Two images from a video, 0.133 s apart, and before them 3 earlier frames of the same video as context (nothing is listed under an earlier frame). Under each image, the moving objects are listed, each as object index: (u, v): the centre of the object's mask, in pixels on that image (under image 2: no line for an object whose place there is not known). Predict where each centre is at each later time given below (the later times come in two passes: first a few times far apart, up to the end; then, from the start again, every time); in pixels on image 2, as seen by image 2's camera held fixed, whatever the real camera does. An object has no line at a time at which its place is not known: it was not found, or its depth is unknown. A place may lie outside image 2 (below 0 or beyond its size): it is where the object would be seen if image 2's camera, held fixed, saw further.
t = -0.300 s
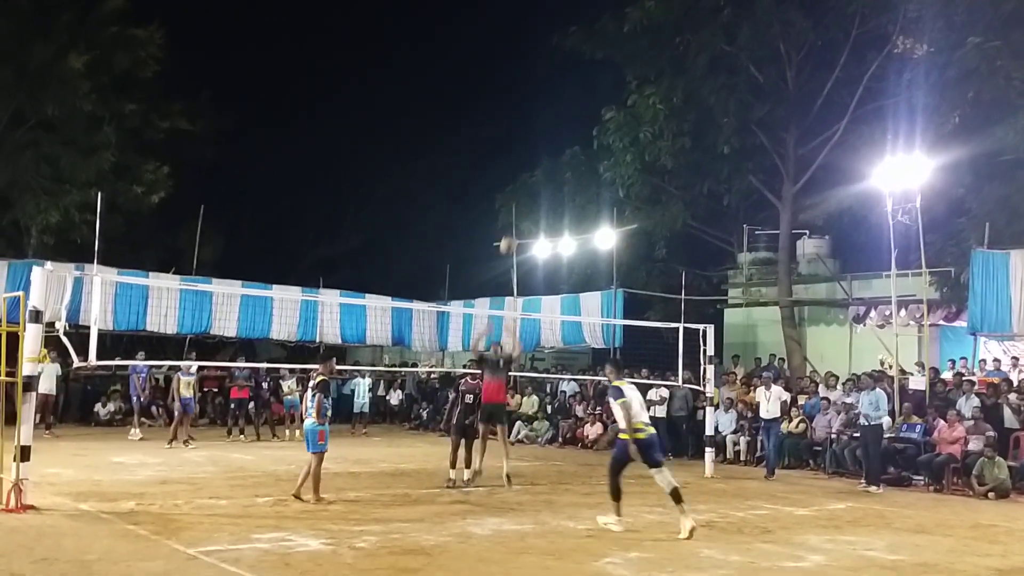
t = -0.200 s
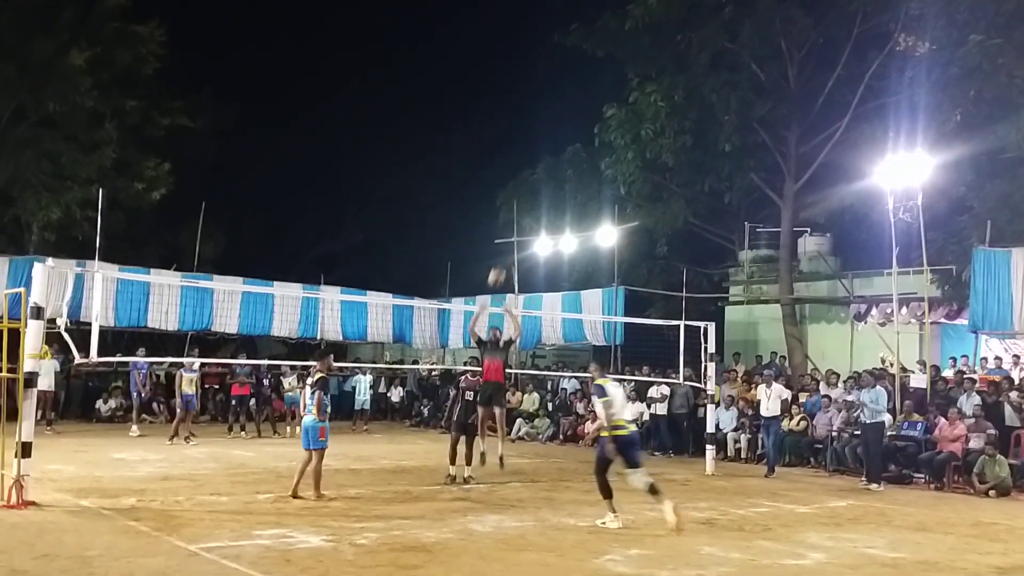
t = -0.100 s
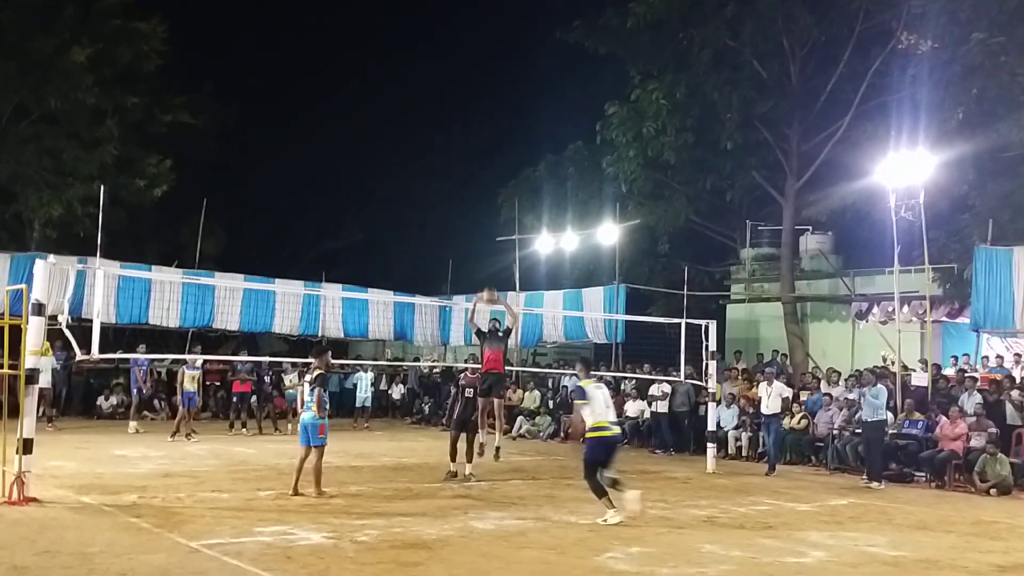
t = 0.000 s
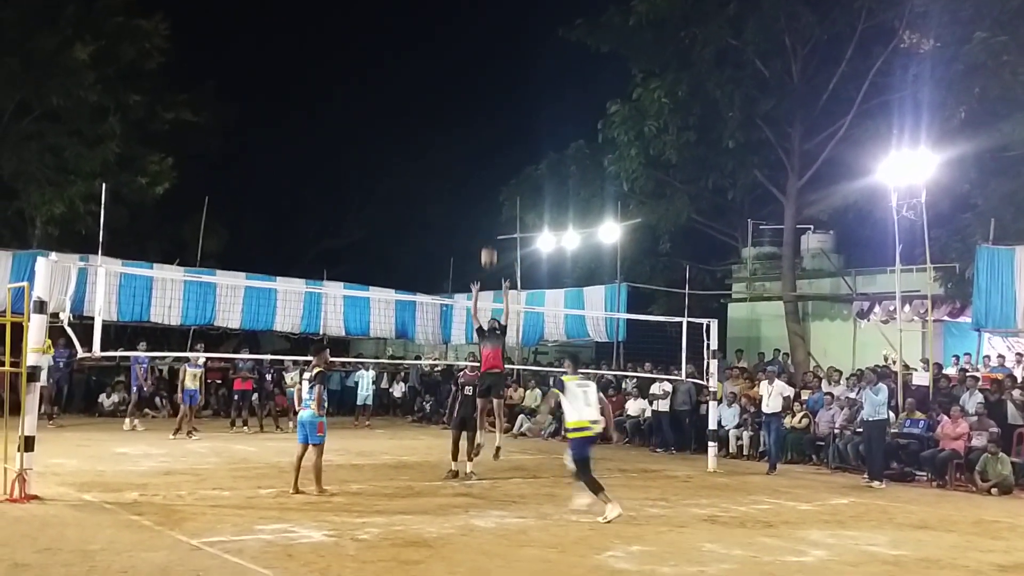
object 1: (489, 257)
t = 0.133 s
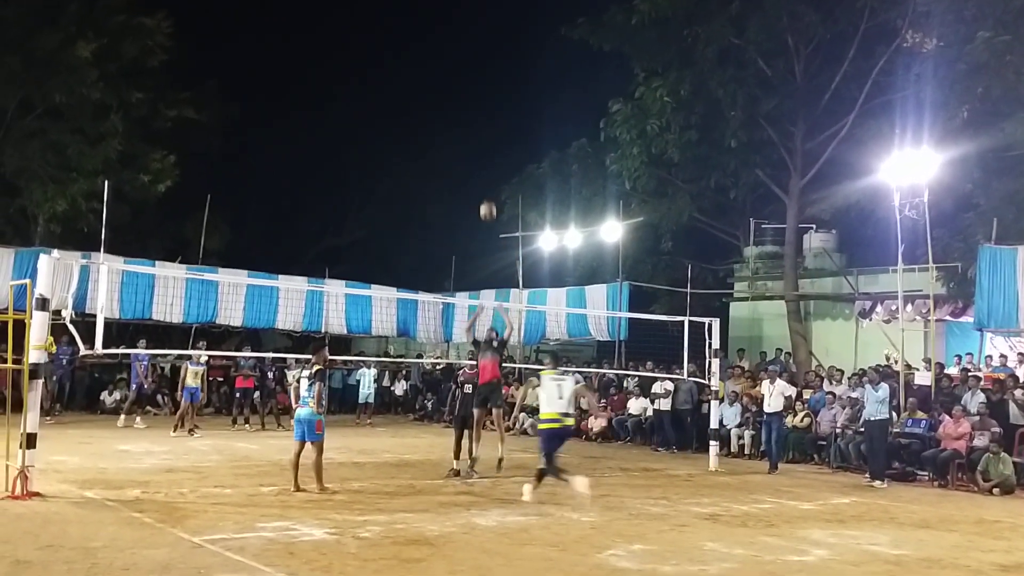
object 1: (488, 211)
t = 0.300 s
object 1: (484, 172)
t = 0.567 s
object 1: (476, 151)
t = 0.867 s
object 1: (464, 191)
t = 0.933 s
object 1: (461, 210)
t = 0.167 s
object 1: (487, 202)
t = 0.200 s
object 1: (487, 193)
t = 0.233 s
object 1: (486, 186)
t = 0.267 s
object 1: (485, 178)
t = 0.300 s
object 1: (484, 172)
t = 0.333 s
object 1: (483, 167)
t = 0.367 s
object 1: (482, 162)
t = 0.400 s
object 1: (481, 158)
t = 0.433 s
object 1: (480, 155)
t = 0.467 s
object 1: (479, 153)
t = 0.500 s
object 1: (478, 151)
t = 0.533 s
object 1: (477, 151)
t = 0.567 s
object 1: (476, 151)
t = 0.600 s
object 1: (475, 152)
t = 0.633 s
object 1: (473, 154)
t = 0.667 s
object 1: (472, 157)
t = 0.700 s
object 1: (471, 161)
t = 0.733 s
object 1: (470, 165)
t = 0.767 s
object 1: (468, 170)
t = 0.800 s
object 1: (467, 177)
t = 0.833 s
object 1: (465, 184)
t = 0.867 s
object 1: (464, 191)
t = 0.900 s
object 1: (462, 200)
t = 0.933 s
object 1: (461, 210)
